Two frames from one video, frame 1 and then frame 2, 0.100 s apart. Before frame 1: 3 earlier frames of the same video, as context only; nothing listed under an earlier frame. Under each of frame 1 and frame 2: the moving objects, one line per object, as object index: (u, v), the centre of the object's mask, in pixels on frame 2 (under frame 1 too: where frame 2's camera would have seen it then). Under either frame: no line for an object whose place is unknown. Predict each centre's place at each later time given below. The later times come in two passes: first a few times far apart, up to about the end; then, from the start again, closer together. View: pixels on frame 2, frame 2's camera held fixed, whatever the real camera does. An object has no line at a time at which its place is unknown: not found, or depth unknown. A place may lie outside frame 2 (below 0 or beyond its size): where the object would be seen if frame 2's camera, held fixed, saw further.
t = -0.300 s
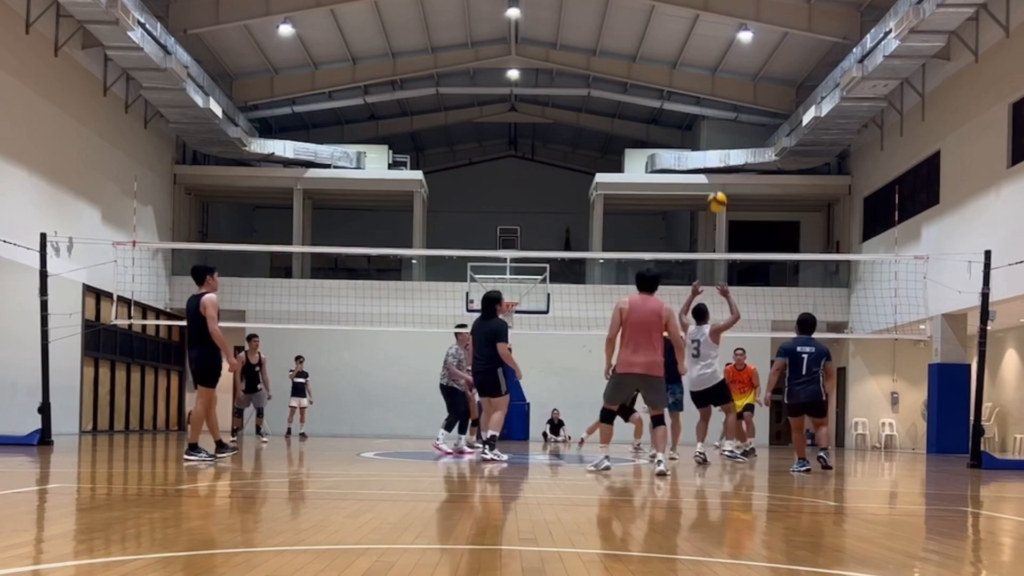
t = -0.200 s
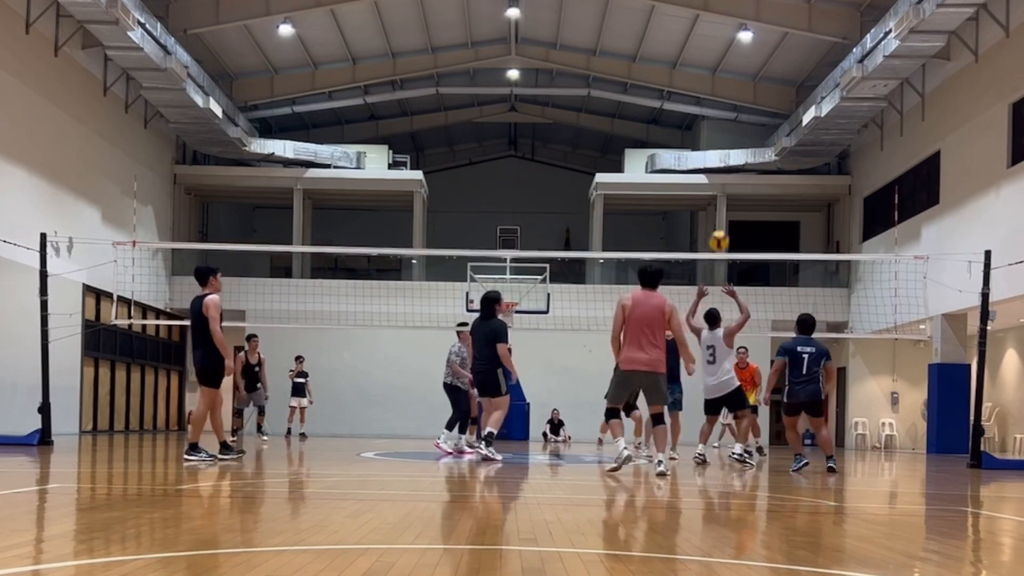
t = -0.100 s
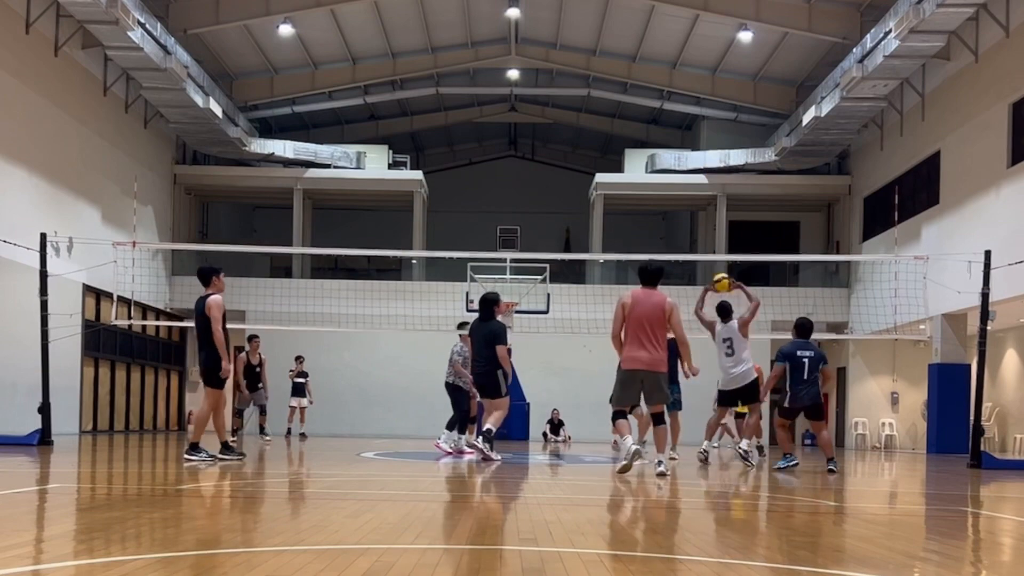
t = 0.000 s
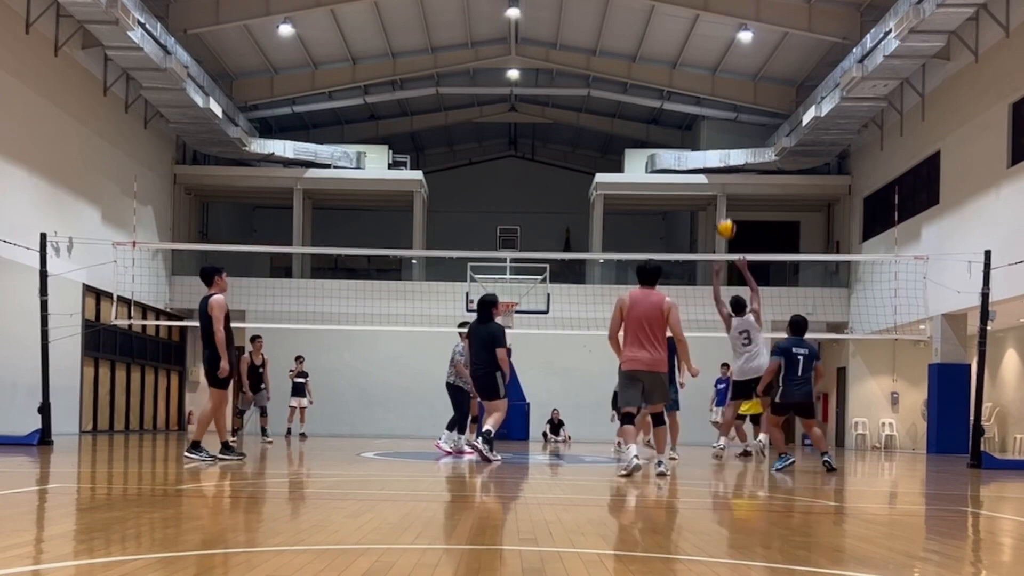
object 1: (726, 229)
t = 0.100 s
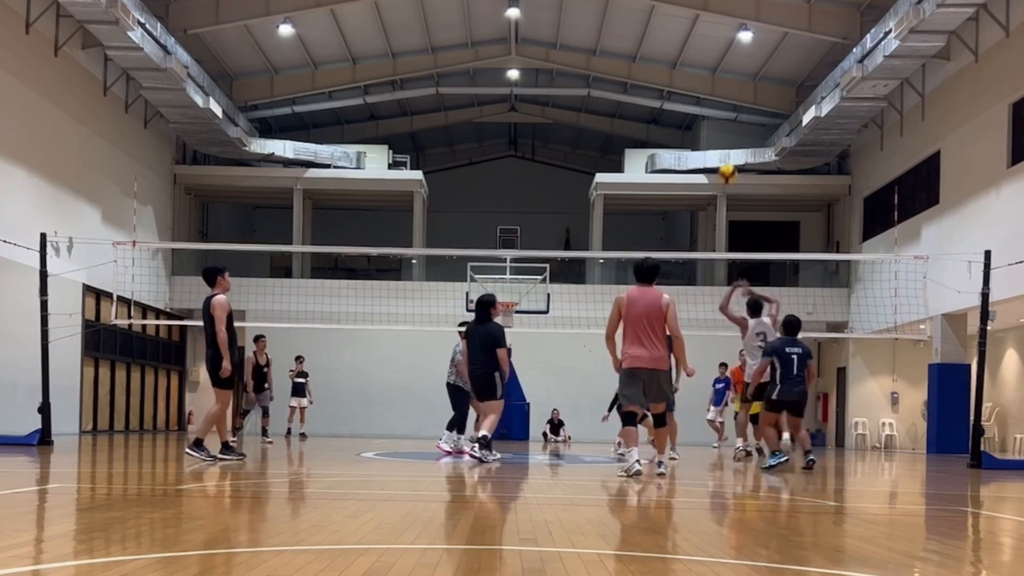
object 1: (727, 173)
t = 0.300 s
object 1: (730, 91)
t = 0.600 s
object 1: (731, 37)
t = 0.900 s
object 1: (731, 62)
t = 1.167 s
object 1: (728, 149)
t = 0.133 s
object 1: (728, 157)
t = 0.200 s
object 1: (729, 128)
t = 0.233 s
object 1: (729, 115)
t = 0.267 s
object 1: (729, 103)
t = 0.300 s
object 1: (730, 91)
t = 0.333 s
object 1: (730, 82)
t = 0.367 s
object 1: (730, 73)
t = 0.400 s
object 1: (730, 65)
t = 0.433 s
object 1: (730, 58)
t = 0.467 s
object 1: (731, 52)
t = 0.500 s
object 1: (731, 47)
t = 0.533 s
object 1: (731, 43)
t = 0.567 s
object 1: (731, 39)
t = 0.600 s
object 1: (731, 37)
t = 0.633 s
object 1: (730, 36)
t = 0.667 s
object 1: (730, 36)
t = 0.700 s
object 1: (731, 37)
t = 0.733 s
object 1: (731, 39)
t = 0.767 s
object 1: (731, 41)
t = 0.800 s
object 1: (731, 45)
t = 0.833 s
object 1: (731, 49)
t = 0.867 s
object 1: (731, 55)
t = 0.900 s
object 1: (731, 62)
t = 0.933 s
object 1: (730, 70)
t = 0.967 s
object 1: (730, 78)
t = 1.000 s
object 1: (730, 88)
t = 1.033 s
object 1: (730, 98)
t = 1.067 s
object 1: (729, 110)
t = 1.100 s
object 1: (729, 122)
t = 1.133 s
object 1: (728, 135)
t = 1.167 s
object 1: (728, 149)
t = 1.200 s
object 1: (728, 172)
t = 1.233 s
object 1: (727, 189)
